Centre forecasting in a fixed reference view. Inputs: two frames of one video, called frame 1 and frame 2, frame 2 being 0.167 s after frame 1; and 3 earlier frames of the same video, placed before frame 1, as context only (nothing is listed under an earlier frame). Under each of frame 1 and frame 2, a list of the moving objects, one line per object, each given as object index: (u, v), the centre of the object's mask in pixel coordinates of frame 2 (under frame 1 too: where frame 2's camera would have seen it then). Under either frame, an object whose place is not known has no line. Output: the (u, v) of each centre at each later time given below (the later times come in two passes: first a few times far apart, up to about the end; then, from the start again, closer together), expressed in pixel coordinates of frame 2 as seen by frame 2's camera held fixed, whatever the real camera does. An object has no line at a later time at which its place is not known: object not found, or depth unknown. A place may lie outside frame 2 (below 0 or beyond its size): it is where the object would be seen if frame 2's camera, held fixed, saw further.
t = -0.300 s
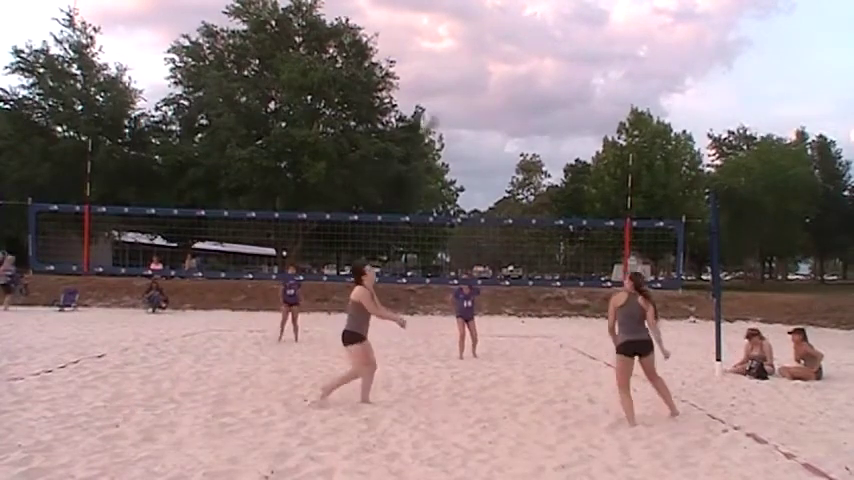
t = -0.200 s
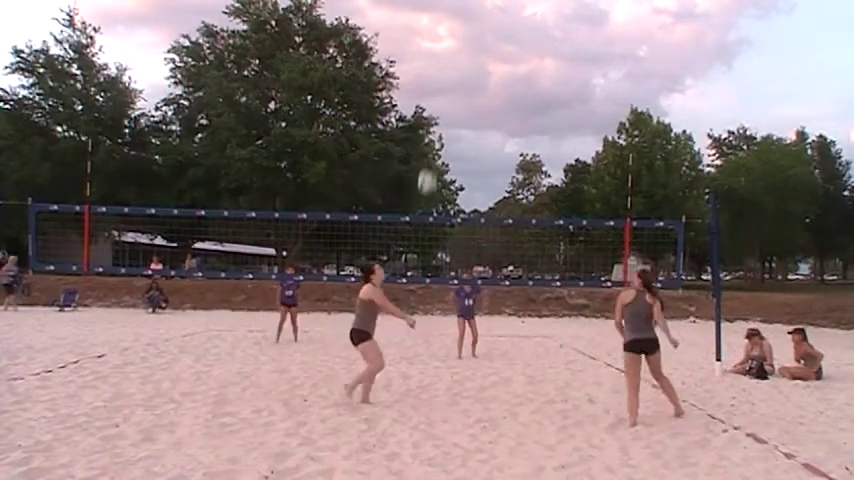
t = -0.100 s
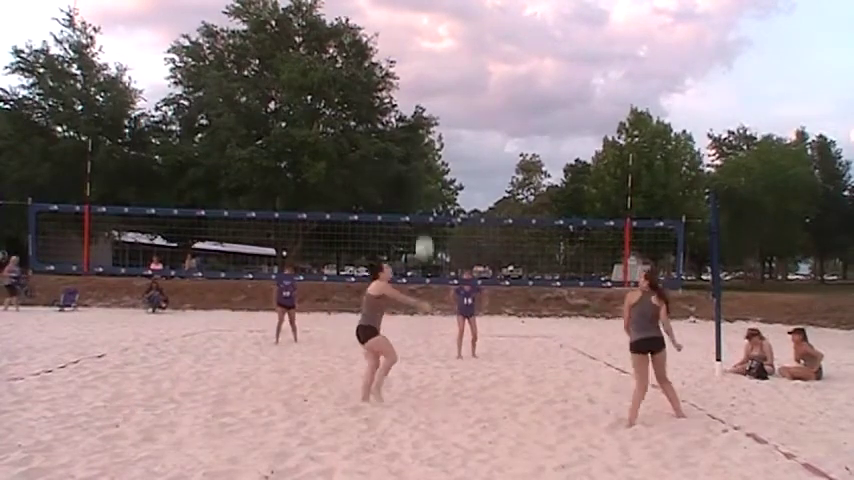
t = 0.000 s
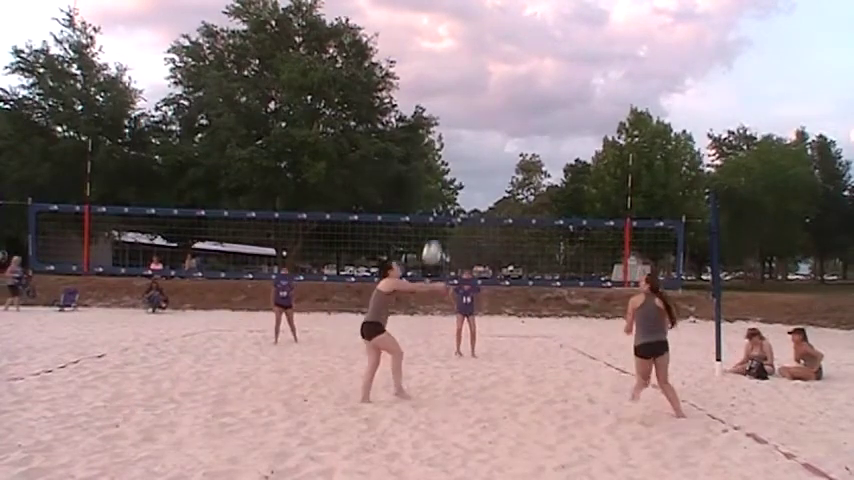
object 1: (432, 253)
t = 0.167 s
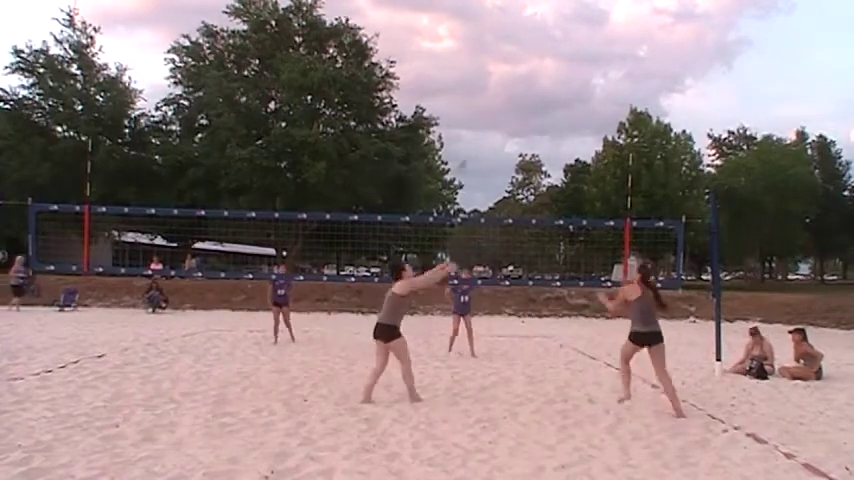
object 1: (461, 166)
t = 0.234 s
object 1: (468, 135)
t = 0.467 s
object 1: (501, 70)
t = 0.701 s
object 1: (528, 49)
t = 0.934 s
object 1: (555, 70)
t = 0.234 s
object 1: (468, 135)
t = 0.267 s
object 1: (473, 123)
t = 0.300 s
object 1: (479, 111)
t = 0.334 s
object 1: (483, 101)
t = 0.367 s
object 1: (488, 92)
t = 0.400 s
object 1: (492, 83)
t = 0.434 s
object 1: (497, 76)
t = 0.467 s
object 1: (501, 70)
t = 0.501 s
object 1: (505, 64)
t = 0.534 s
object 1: (509, 59)
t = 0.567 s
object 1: (513, 55)
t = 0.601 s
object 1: (517, 53)
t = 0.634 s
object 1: (521, 51)
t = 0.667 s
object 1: (525, 50)
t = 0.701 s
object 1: (528, 49)
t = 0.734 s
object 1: (532, 50)
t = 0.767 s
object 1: (536, 52)
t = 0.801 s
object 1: (540, 54)
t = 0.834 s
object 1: (544, 57)
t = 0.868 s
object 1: (547, 61)
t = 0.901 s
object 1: (551, 65)
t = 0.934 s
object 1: (555, 70)
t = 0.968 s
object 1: (558, 76)
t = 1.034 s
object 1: (565, 90)
